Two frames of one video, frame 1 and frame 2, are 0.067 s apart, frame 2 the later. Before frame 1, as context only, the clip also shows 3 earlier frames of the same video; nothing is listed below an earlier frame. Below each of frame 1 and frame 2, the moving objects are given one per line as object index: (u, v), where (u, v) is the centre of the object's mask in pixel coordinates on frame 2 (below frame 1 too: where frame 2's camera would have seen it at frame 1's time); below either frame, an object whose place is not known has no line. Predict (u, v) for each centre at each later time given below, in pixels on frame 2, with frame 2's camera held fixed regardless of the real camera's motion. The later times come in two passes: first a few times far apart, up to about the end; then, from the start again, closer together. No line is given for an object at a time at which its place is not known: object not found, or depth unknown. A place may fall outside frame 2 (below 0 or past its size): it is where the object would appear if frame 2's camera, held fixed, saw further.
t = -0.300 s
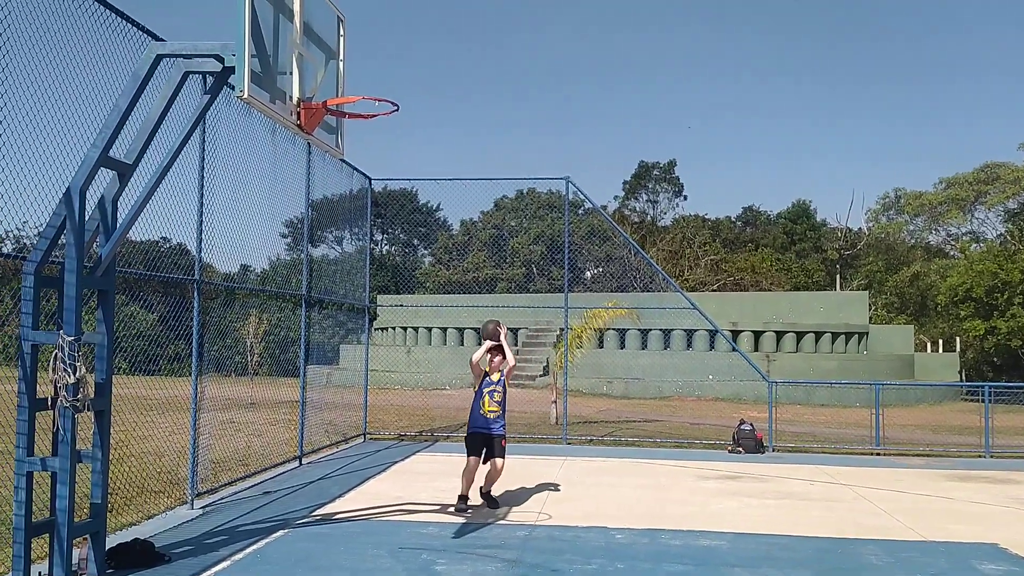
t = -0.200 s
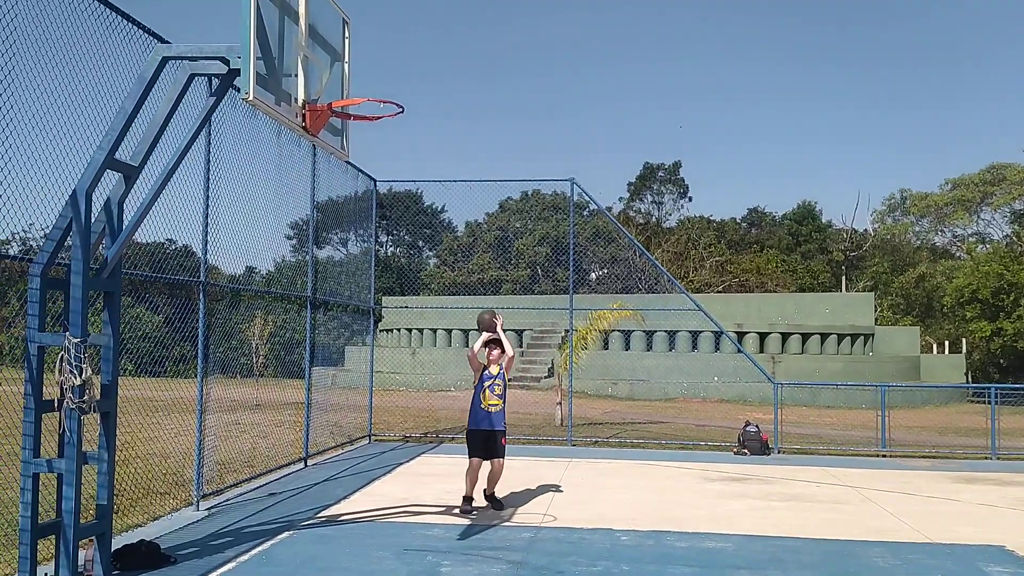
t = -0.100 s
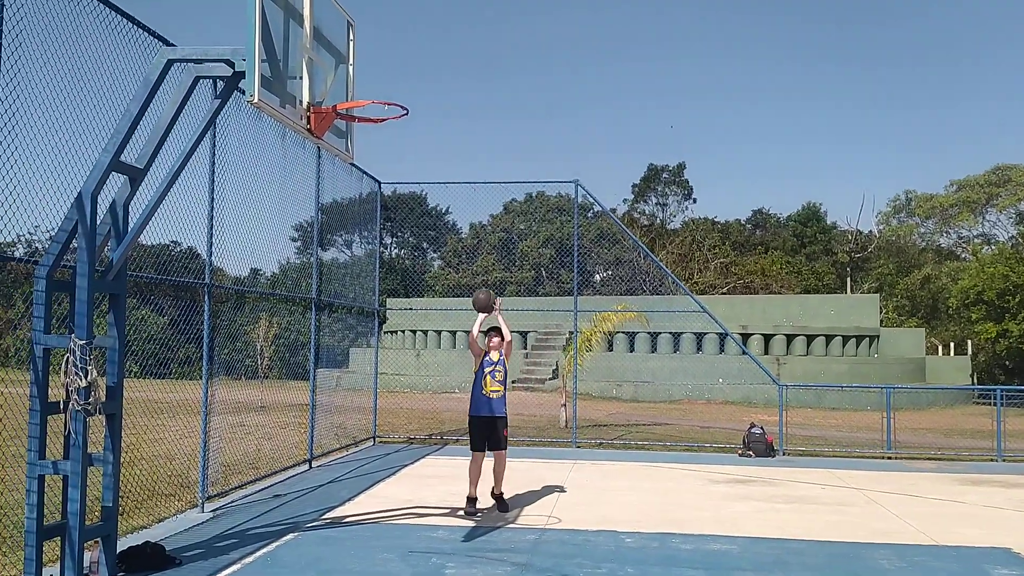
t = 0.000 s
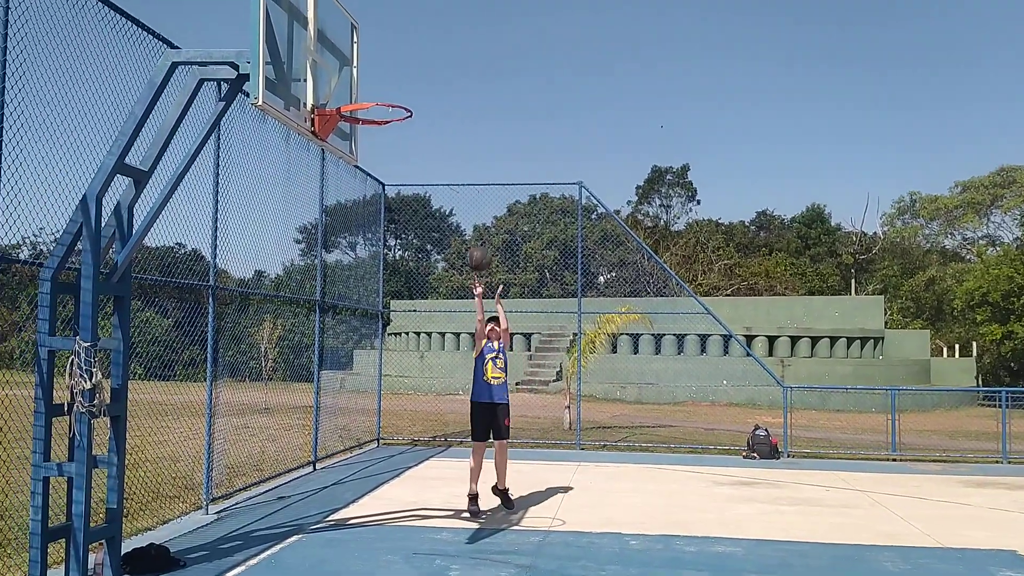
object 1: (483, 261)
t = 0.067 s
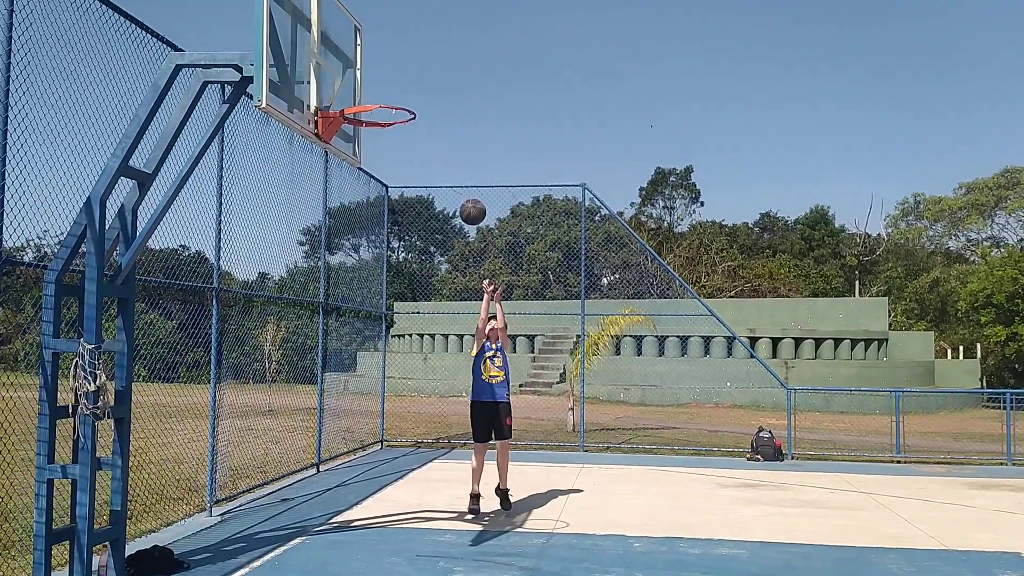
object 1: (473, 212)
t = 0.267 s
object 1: (451, 135)
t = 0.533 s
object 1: (416, 89)
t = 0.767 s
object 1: (364, 112)
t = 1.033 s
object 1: (387, 92)
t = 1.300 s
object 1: (353, 88)
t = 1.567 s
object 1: (344, 91)
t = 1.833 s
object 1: (351, 94)
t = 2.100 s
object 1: (394, 116)
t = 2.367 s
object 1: (384, 179)
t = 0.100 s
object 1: (469, 197)
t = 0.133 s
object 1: (466, 183)
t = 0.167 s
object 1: (462, 170)
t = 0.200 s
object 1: (458, 157)
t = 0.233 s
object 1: (455, 146)
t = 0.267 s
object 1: (451, 135)
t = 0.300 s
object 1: (447, 125)
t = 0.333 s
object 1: (443, 117)
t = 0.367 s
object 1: (439, 109)
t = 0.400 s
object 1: (434, 102)
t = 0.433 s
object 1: (430, 97)
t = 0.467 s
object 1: (426, 93)
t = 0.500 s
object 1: (421, 90)
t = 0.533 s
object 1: (416, 89)
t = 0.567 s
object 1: (410, 89)
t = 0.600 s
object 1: (405, 91)
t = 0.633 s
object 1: (399, 93)
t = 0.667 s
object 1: (393, 99)
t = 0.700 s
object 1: (383, 104)
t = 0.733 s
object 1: (368, 104)
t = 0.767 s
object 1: (364, 112)
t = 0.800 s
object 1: (367, 115)
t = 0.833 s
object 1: (376, 114)
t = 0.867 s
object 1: (386, 114)
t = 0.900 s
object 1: (392, 109)
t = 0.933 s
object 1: (399, 106)
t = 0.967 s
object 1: (396, 101)
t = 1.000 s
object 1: (392, 98)
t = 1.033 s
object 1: (387, 92)
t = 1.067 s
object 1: (381, 93)
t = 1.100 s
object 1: (375, 91)
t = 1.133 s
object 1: (370, 88)
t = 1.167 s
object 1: (365, 88)
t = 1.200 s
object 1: (361, 88)
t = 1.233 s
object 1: (358, 88)
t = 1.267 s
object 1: (355, 88)
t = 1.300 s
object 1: (353, 88)
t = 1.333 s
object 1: (351, 89)
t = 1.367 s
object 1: (349, 89)
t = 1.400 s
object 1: (348, 89)
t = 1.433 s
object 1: (347, 89)
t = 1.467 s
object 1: (346, 90)
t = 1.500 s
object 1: (345, 90)
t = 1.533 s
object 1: (344, 91)
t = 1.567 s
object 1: (344, 91)
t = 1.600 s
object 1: (344, 91)
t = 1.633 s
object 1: (344, 92)
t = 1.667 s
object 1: (344, 92)
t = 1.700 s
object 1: (345, 92)
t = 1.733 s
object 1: (346, 93)
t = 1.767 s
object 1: (347, 93)
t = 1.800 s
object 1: (349, 93)
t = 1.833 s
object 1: (351, 94)
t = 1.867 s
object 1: (353, 95)
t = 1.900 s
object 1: (357, 99)
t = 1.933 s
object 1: (362, 102)
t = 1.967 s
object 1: (368, 104)
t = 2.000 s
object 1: (374, 109)
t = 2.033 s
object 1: (381, 111)
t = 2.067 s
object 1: (388, 114)
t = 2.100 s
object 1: (394, 116)
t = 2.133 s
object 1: (396, 119)
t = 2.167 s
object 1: (397, 122)
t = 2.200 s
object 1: (395, 127)
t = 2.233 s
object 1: (393, 134)
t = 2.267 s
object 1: (390, 143)
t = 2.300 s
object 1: (388, 153)
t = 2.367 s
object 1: (384, 179)
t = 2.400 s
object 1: (382, 195)
